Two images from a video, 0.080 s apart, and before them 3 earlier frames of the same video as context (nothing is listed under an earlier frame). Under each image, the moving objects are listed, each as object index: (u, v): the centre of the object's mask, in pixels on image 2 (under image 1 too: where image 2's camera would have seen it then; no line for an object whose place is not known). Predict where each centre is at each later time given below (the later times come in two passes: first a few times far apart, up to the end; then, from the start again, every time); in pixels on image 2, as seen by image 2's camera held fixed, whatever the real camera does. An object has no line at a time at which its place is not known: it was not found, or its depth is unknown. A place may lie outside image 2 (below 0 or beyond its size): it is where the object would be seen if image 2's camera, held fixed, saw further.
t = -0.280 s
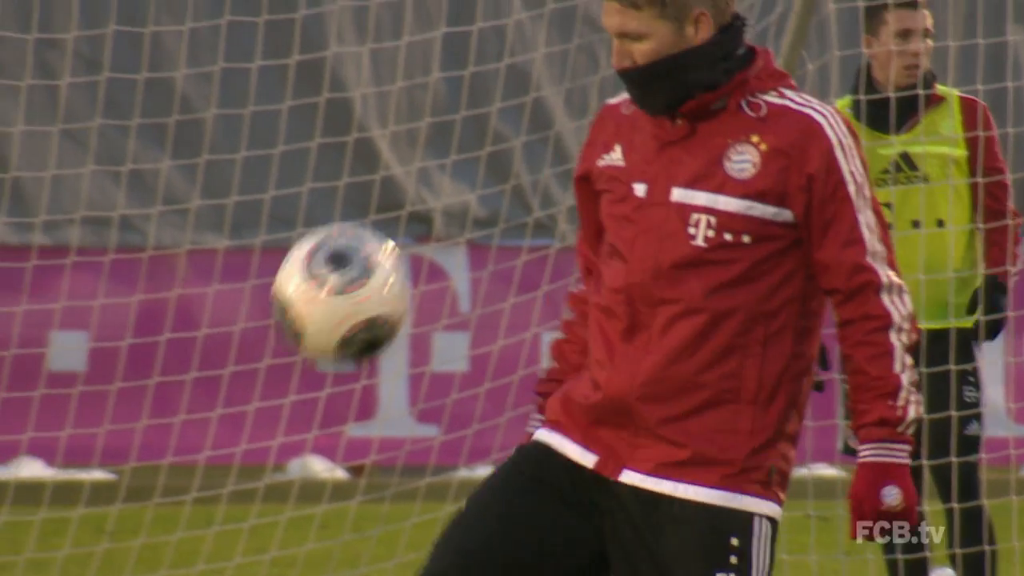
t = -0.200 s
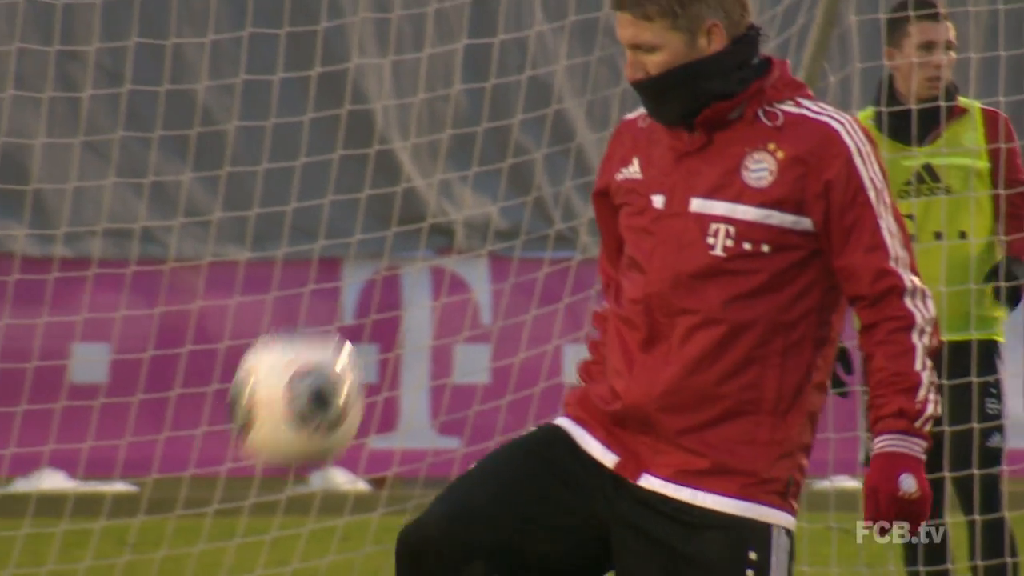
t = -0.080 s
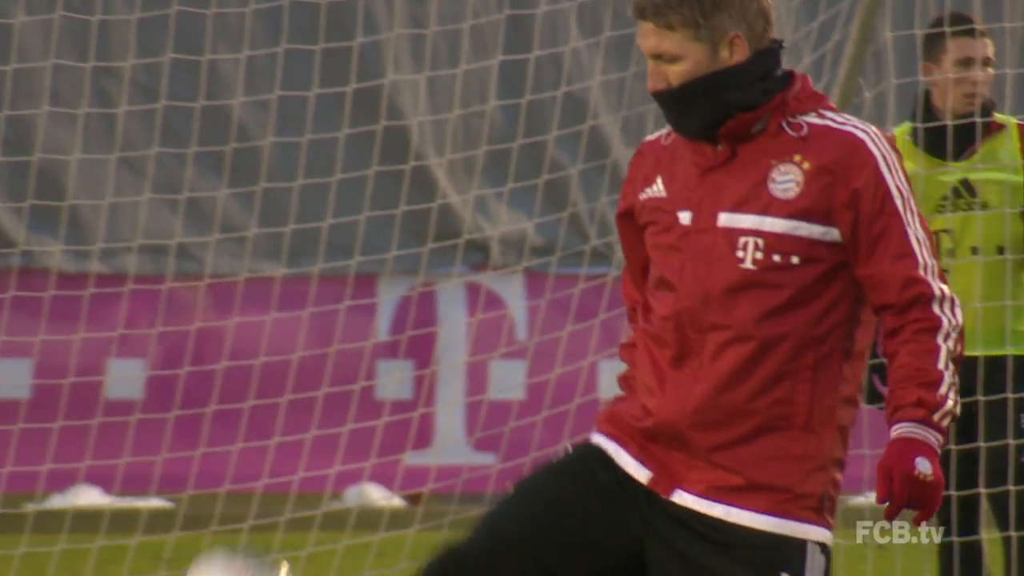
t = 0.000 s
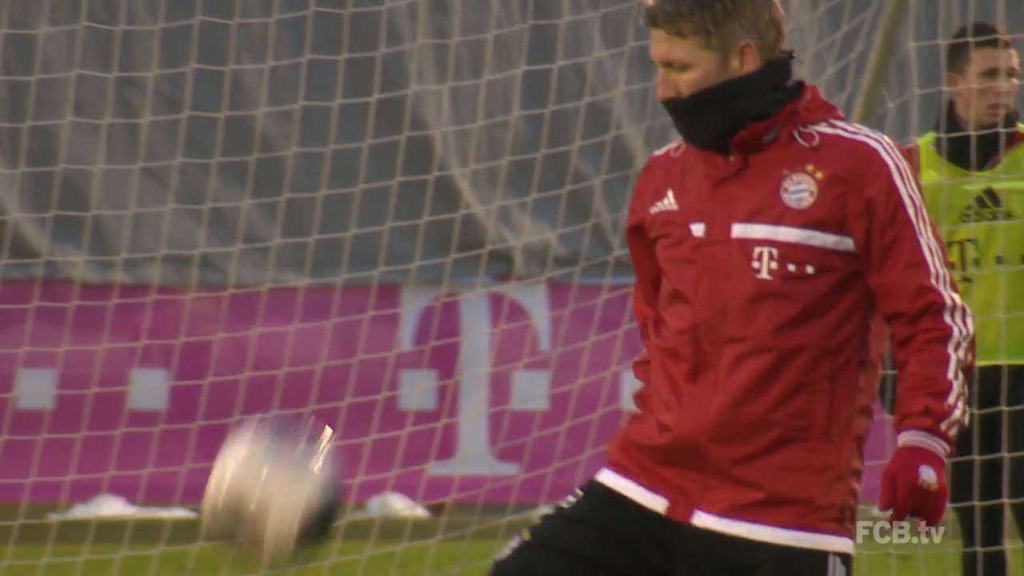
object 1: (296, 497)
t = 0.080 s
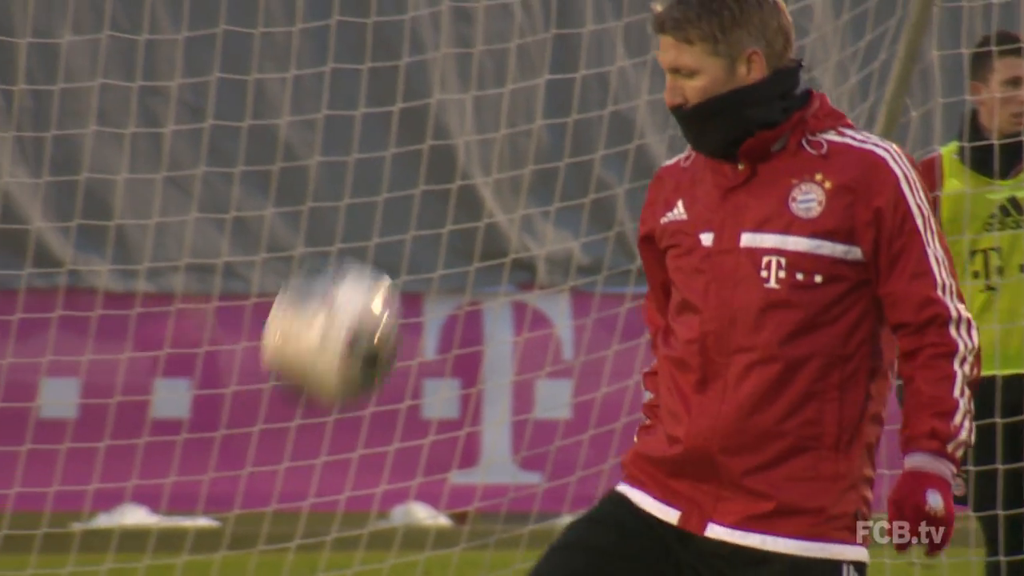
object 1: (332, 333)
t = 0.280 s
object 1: (419, 90)
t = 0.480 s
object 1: (503, 85)
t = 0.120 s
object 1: (352, 264)
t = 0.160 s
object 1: (367, 206)
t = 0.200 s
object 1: (386, 158)
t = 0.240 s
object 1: (402, 120)
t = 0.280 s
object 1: (419, 90)
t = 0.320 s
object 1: (436, 71)
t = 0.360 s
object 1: (453, 60)
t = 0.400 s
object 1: (470, 58)
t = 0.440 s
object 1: (486, 66)
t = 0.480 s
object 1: (503, 85)
